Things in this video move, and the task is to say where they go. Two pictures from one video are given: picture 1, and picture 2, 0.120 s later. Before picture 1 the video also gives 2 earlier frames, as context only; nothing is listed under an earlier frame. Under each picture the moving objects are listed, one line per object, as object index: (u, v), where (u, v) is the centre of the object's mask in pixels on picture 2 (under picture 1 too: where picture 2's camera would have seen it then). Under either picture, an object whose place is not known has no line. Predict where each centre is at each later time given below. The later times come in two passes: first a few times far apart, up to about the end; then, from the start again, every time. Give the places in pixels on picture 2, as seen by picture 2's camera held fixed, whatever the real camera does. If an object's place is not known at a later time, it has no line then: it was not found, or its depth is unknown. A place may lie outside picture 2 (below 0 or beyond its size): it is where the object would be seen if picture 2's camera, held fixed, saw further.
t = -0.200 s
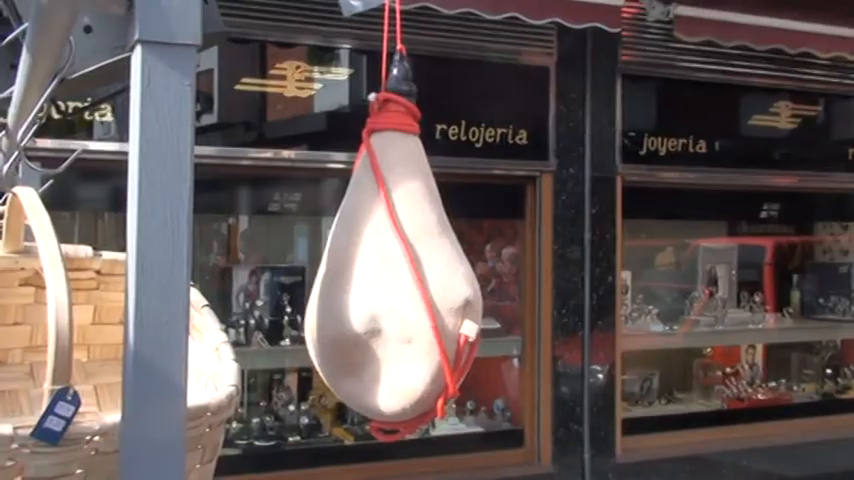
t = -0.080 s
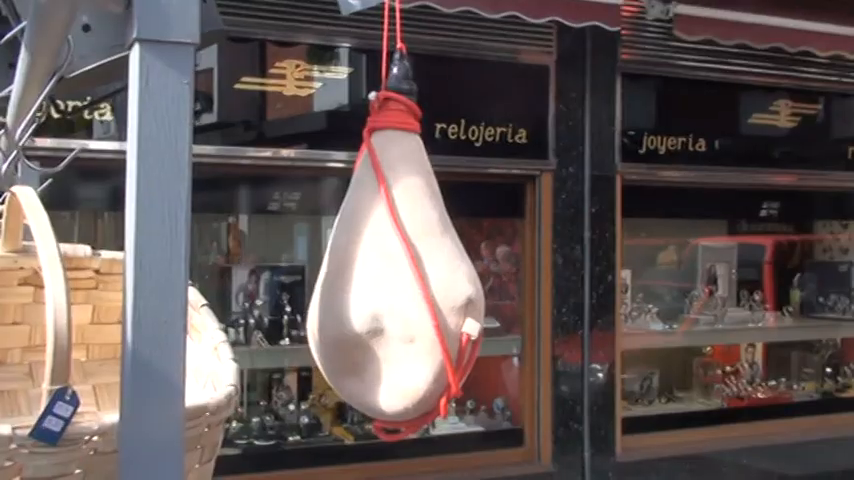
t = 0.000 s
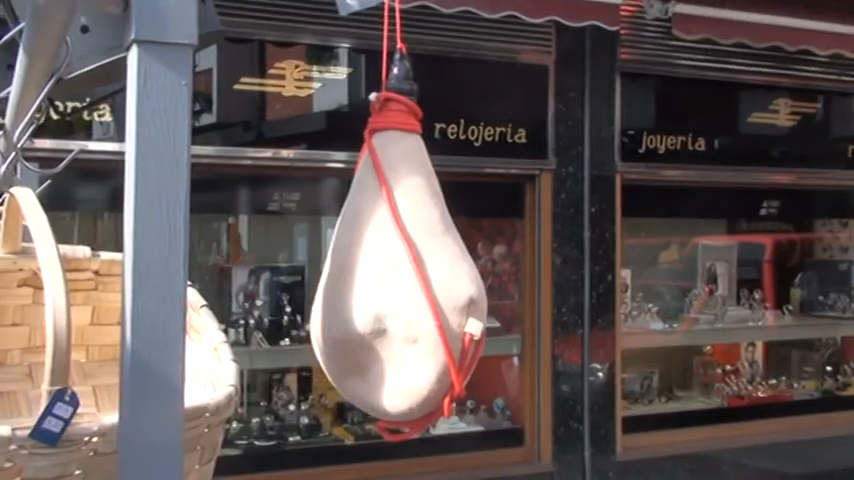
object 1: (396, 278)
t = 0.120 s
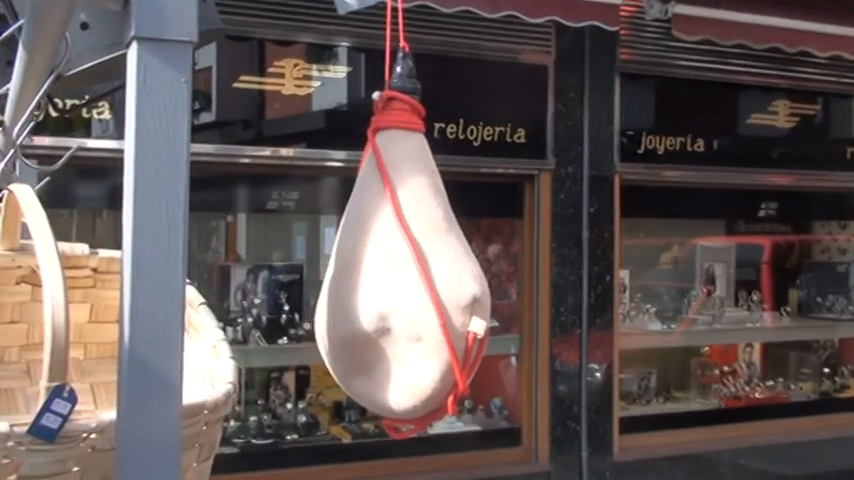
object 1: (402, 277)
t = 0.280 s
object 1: (406, 276)
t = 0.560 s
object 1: (403, 276)
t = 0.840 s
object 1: (393, 277)
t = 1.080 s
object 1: (390, 277)
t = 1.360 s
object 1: (397, 276)
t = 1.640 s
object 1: (405, 276)
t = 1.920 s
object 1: (402, 277)
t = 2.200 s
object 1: (394, 277)
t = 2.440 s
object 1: (393, 278)
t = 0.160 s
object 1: (403, 276)
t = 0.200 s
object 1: (405, 276)
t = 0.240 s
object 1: (405, 276)
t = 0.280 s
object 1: (406, 276)
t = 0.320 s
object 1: (406, 276)
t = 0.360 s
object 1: (406, 276)
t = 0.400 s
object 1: (406, 276)
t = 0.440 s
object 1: (406, 276)
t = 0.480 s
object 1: (405, 276)
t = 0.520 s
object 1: (405, 276)
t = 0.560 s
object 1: (403, 276)
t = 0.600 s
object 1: (402, 276)
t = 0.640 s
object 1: (400, 276)
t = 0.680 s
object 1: (398, 276)
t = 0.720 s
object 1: (396, 276)
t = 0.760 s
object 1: (395, 277)
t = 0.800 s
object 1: (394, 276)
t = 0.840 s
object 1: (393, 277)
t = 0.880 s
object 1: (392, 277)
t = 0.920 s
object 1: (391, 277)
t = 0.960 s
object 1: (390, 277)
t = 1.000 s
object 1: (390, 277)
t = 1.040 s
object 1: (390, 277)
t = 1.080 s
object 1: (390, 277)
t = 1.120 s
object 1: (390, 277)
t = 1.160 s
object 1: (391, 277)
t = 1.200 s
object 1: (392, 276)
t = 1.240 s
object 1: (393, 277)
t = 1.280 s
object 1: (394, 276)
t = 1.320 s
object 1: (396, 276)
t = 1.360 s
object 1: (397, 276)
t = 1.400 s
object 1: (399, 276)
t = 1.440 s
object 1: (400, 276)
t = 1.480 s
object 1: (402, 276)
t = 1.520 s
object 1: (403, 276)
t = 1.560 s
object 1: (404, 276)
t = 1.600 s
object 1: (405, 276)
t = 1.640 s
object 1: (405, 276)
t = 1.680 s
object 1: (405, 276)
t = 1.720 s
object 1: (406, 276)
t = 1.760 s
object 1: (405, 276)
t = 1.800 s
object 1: (405, 276)
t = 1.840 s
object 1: (404, 276)
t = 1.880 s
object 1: (403, 277)
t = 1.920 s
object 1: (402, 277)
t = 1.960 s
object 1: (401, 277)
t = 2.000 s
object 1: (400, 277)
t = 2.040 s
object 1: (399, 277)
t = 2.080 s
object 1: (397, 277)
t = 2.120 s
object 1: (396, 277)
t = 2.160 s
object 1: (395, 277)
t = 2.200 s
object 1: (394, 277)
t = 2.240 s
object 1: (393, 277)
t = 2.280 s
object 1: (392, 278)
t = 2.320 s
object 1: (392, 277)
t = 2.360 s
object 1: (392, 278)
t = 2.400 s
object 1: (392, 277)
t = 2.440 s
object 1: (393, 278)
